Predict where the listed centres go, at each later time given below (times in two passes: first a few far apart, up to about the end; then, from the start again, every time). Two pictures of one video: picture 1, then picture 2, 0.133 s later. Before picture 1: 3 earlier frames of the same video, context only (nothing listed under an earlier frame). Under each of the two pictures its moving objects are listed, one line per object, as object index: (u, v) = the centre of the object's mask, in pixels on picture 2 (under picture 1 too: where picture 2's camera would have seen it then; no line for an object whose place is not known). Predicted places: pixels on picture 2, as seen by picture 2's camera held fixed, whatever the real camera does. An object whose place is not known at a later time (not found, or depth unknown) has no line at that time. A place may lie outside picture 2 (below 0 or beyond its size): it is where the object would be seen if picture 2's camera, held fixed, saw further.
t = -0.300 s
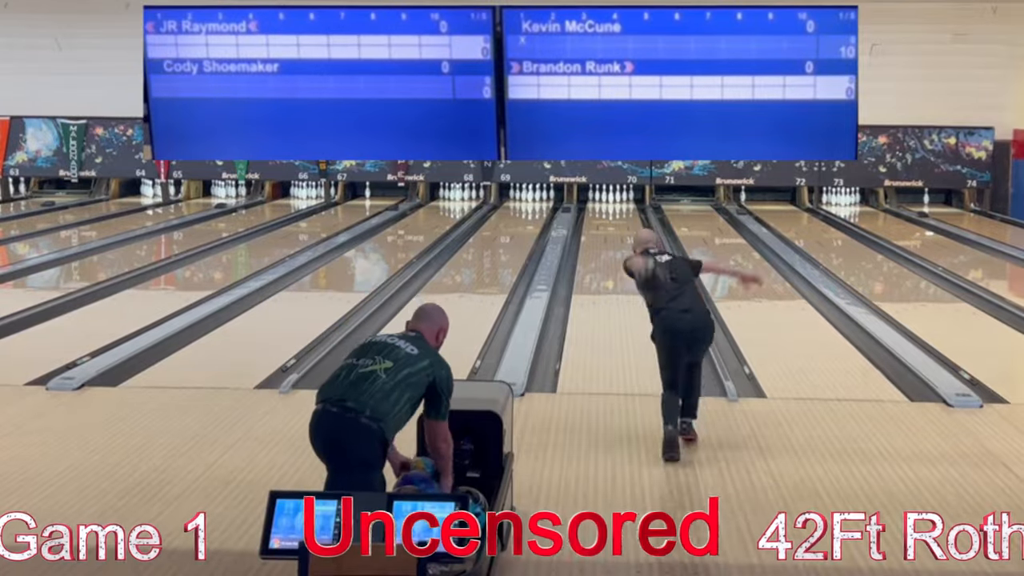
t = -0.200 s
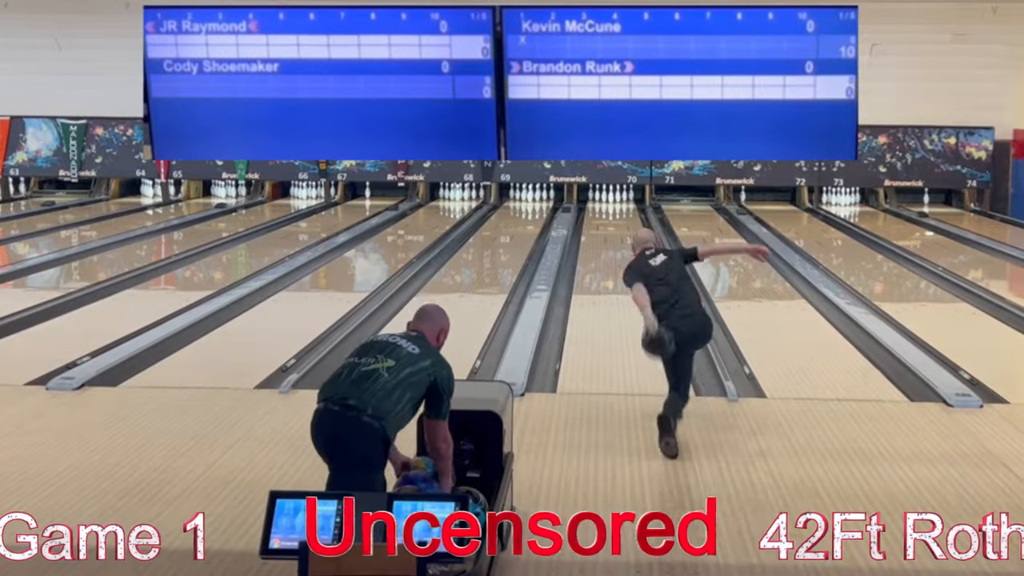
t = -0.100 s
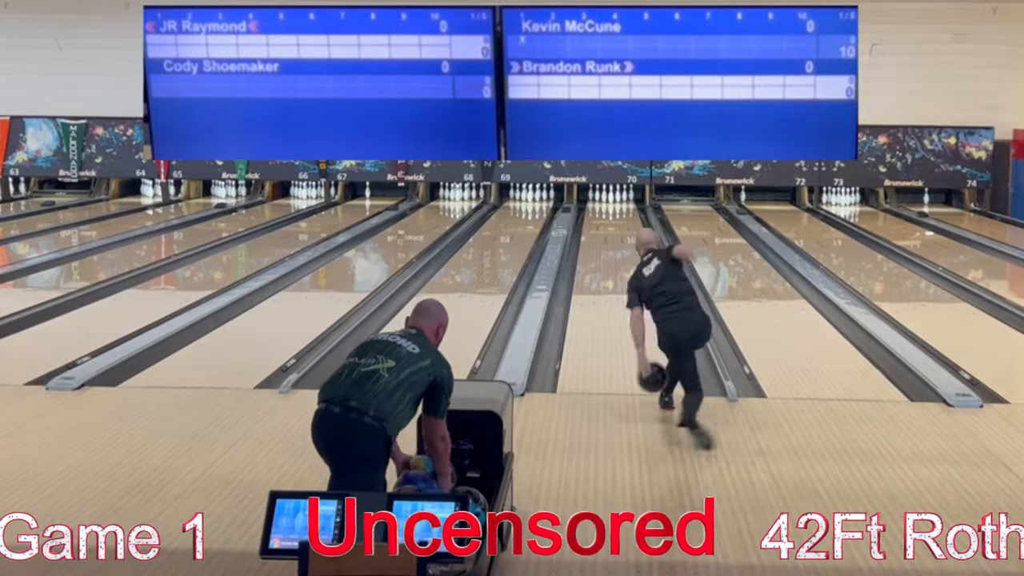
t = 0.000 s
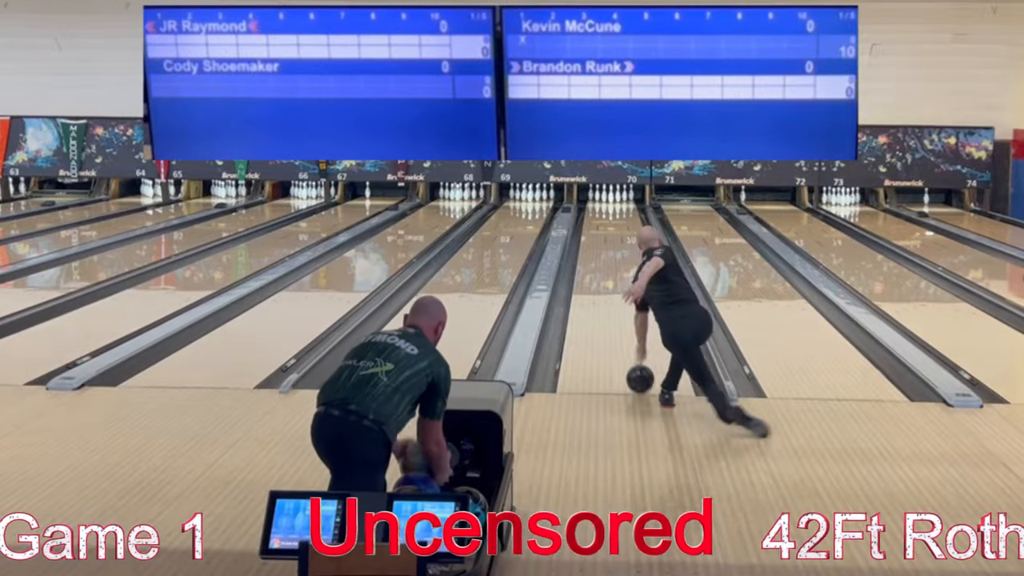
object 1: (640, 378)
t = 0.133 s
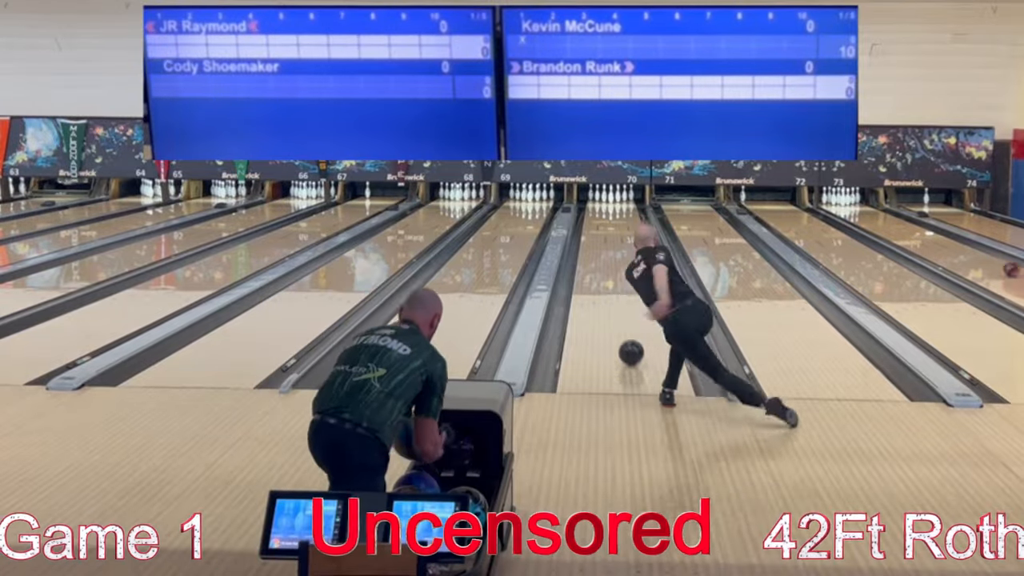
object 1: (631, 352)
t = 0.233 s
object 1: (625, 334)
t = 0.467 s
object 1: (616, 302)
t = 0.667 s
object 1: (607, 280)
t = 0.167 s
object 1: (629, 346)
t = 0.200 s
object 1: (627, 340)
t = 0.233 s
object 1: (625, 334)
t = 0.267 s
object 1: (624, 329)
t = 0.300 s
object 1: (622, 324)
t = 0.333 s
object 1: (621, 319)
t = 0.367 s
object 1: (619, 314)
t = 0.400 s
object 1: (618, 310)
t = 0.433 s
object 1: (617, 306)
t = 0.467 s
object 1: (616, 302)
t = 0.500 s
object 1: (614, 298)
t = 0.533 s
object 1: (612, 295)
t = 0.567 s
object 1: (610, 291)
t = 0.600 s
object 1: (608, 287)
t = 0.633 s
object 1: (607, 284)
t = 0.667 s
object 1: (607, 280)
